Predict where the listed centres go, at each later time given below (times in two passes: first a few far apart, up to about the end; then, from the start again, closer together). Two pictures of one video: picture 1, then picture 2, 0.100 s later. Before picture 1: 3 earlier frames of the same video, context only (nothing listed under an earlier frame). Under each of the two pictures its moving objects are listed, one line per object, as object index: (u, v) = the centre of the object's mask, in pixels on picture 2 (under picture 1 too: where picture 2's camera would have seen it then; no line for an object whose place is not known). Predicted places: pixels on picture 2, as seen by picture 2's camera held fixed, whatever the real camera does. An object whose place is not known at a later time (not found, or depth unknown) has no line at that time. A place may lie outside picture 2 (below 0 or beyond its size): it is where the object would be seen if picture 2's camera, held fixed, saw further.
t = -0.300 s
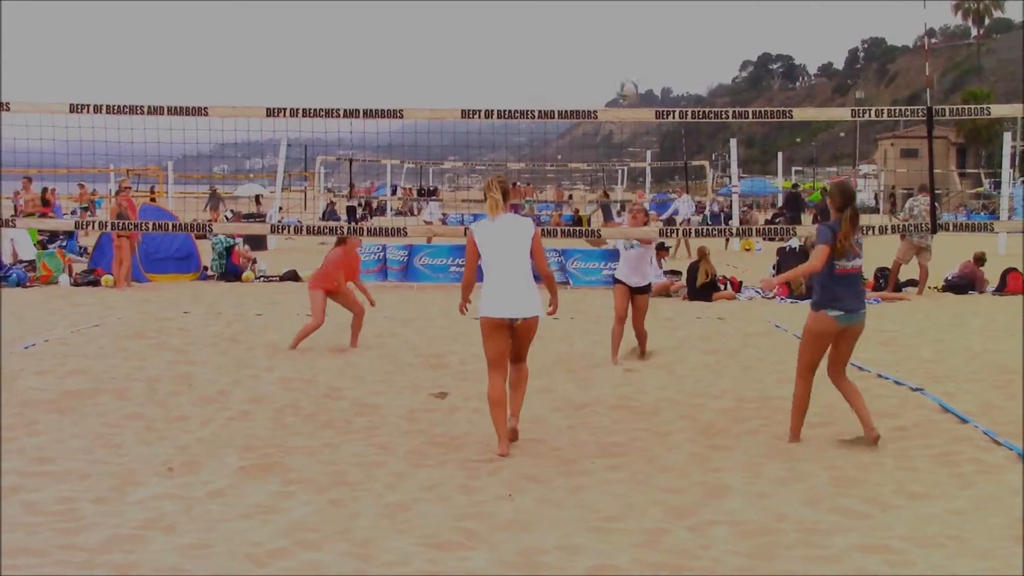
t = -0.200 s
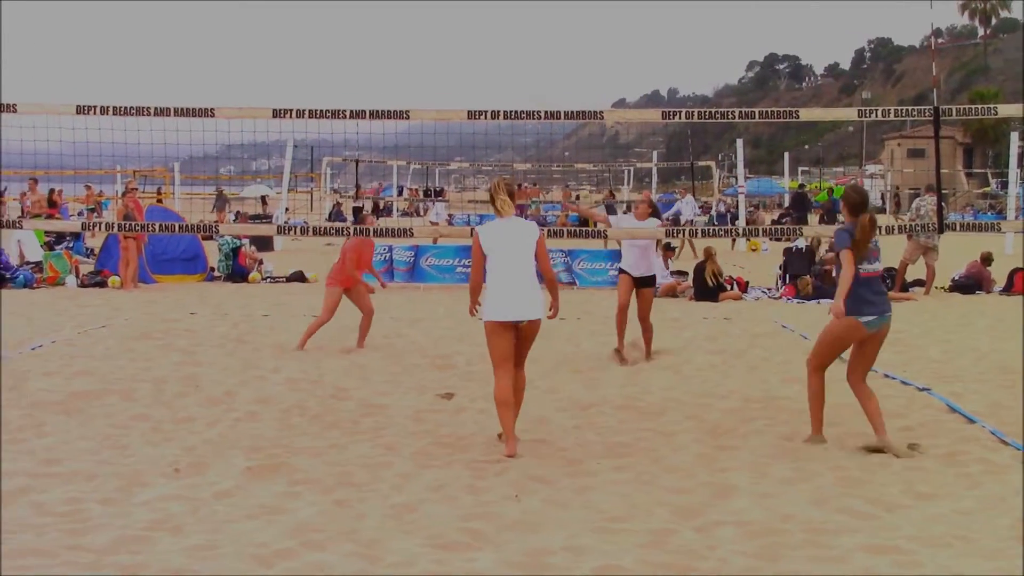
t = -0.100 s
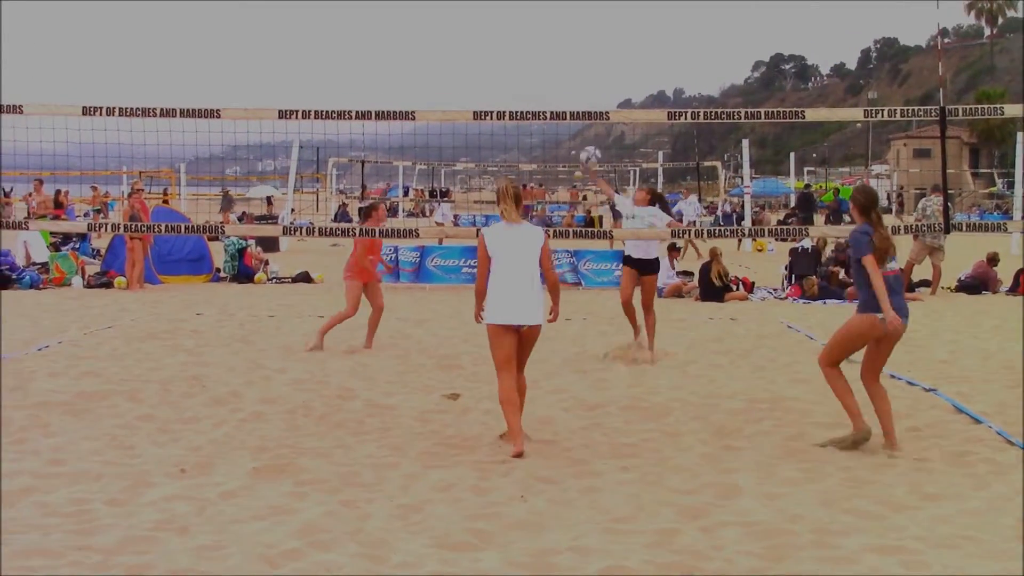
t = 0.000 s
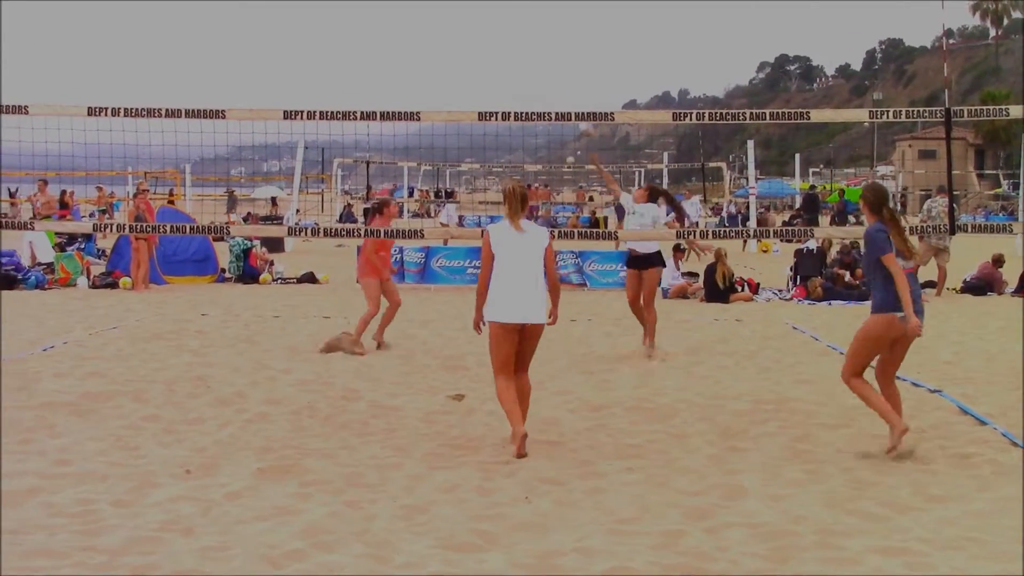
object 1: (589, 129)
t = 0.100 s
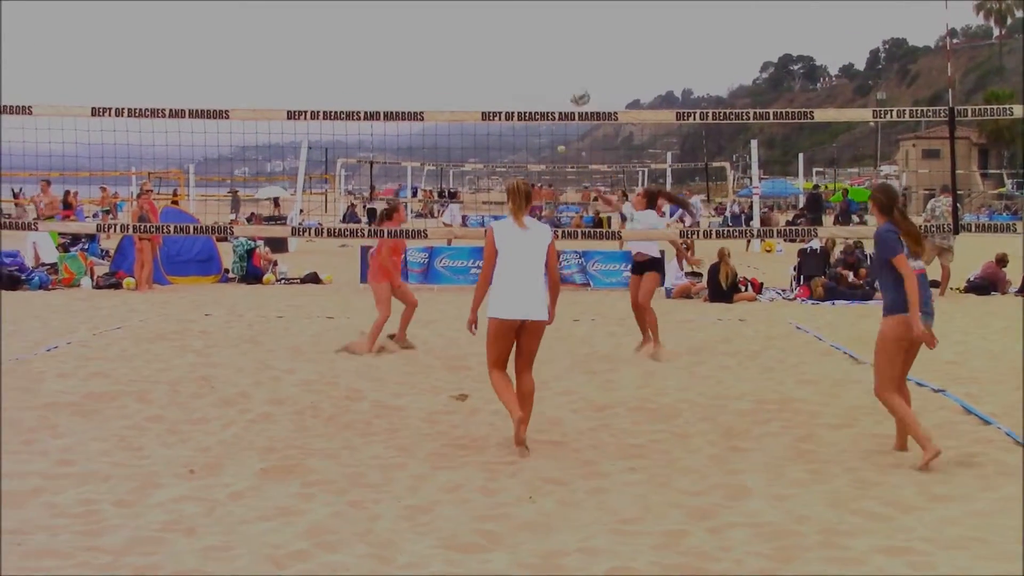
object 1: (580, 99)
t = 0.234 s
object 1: (568, 72)
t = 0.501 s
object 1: (548, 71)
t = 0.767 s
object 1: (531, 133)
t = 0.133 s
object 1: (577, 90)
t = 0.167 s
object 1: (574, 82)
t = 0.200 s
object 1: (571, 76)
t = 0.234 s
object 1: (568, 72)
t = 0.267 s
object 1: (565, 69)
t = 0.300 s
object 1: (563, 67)
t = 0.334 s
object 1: (561, 64)
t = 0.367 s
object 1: (558, 63)
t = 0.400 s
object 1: (556, 64)
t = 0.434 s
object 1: (554, 65)
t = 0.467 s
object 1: (551, 68)
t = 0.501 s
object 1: (548, 71)
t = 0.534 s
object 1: (546, 76)
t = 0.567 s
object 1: (544, 81)
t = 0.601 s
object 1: (541, 88)
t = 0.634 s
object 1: (540, 97)
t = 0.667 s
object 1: (537, 103)
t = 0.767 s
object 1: (531, 133)
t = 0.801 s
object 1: (527, 146)
